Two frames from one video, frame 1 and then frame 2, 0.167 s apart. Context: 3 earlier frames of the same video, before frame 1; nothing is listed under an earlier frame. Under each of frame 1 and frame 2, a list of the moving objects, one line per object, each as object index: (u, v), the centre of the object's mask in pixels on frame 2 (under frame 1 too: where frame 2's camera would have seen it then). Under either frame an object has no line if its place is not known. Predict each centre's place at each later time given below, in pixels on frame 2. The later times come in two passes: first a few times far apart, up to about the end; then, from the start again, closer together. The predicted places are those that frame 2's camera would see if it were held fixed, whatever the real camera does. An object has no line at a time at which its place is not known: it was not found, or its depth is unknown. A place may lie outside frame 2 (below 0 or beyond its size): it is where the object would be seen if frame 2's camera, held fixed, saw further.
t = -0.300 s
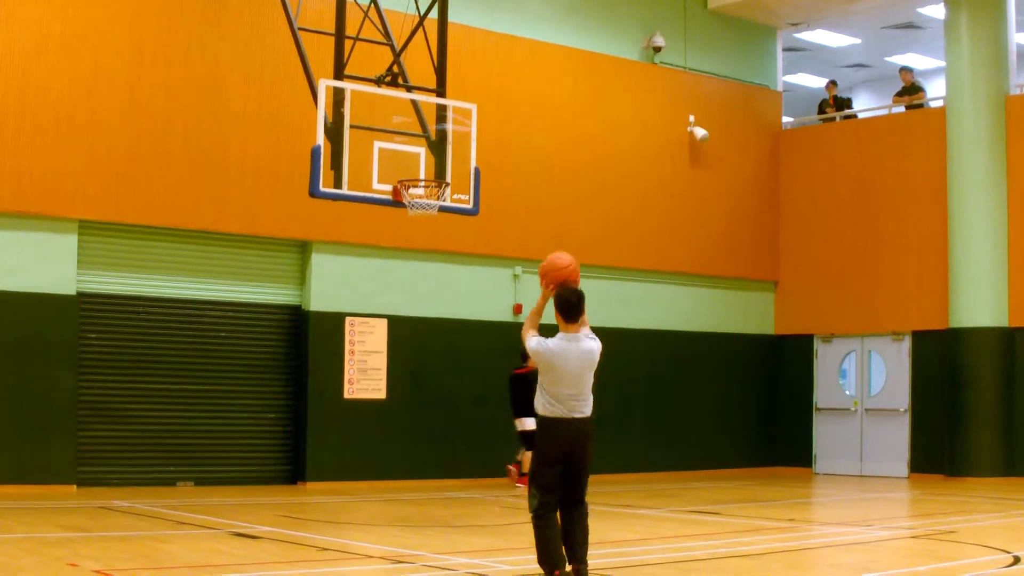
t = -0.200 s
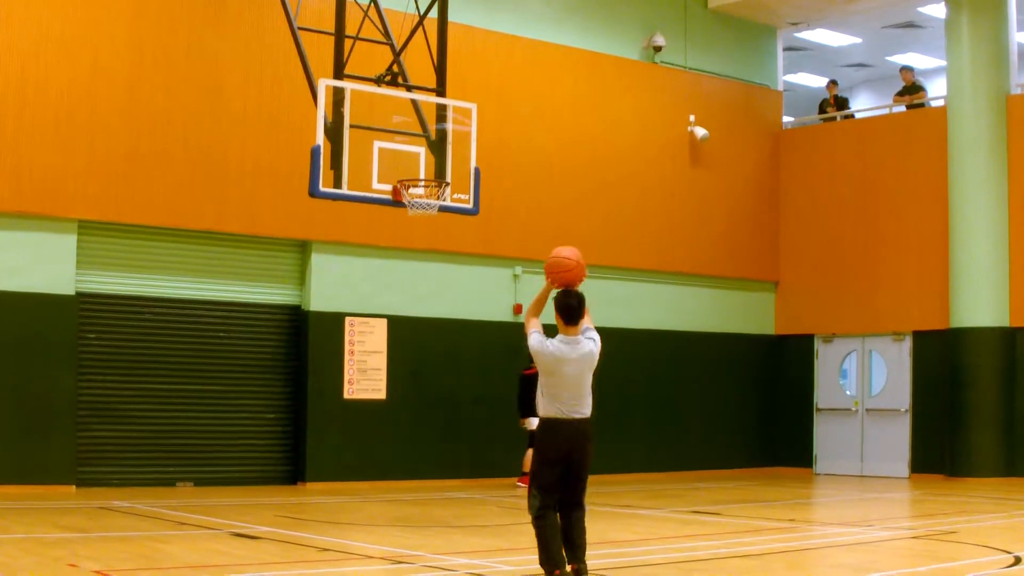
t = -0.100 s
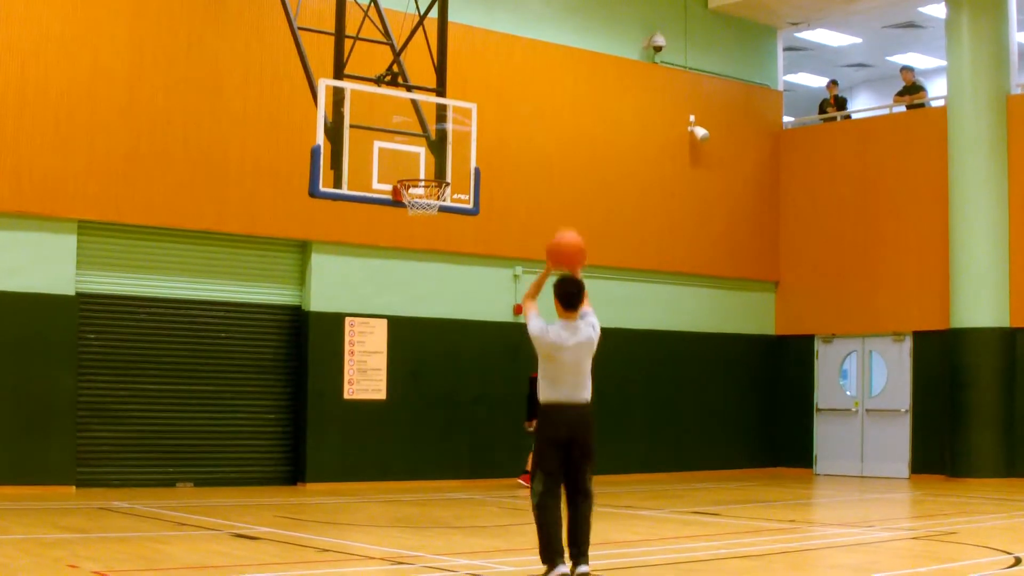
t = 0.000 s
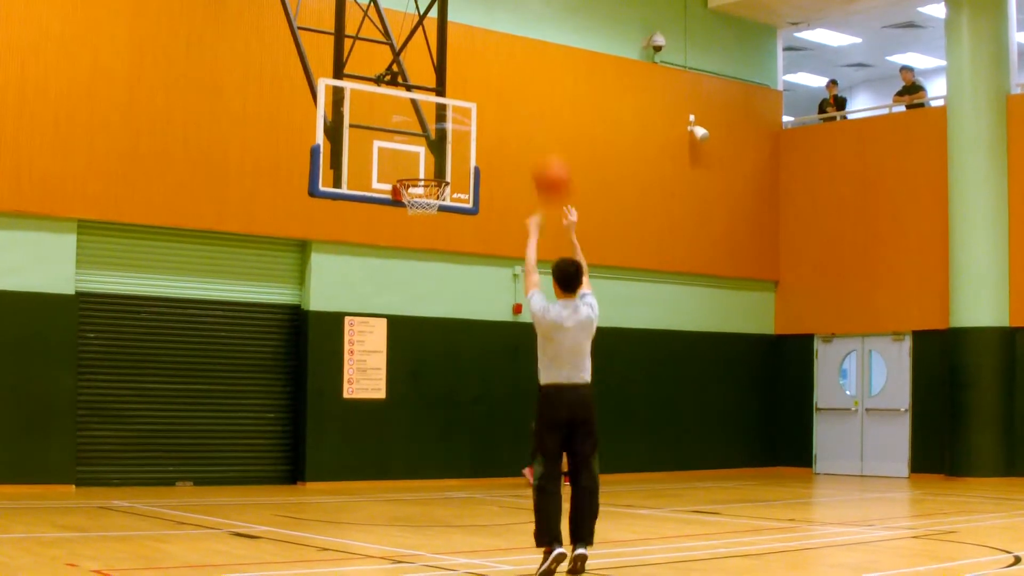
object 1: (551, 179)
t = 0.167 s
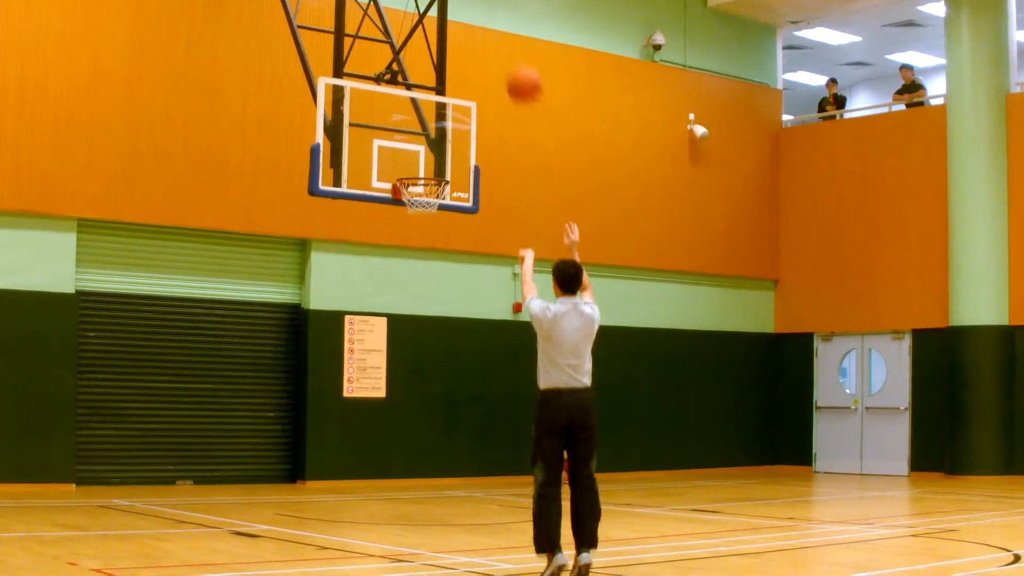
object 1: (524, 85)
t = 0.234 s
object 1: (513, 62)
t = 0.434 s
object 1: (485, 37)
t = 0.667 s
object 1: (454, 70)
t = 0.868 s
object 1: (432, 138)
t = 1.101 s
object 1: (412, 233)
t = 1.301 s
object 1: (401, 342)
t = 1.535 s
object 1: (385, 489)
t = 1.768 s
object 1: (381, 359)
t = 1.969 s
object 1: (372, 287)
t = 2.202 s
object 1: (362, 260)
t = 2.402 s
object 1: (350, 292)
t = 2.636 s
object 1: (334, 414)
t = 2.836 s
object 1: (318, 512)
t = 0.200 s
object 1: (518, 73)
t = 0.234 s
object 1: (513, 62)
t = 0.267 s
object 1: (507, 53)
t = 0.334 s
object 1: (498, 43)
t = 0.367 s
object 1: (493, 39)
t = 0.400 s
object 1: (489, 37)
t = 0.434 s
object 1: (485, 37)
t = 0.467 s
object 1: (480, 38)
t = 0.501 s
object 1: (476, 40)
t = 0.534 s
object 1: (472, 44)
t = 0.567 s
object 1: (468, 48)
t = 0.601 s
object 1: (464, 54)
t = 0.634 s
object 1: (459, 61)
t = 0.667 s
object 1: (454, 70)
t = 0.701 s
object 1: (451, 78)
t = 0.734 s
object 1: (447, 87)
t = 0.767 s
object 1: (443, 99)
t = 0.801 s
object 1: (439, 112)
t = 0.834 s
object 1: (435, 124)
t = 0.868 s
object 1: (432, 138)
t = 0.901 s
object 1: (430, 152)
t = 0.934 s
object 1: (425, 168)
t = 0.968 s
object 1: (416, 191)
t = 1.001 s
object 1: (416, 193)
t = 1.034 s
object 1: (417, 213)
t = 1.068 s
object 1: (414, 220)
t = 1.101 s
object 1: (412, 233)
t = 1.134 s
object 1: (410, 249)
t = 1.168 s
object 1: (408, 263)
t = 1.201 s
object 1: (406, 281)
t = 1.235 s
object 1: (404, 300)
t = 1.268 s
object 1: (402, 324)
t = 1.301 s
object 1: (401, 342)
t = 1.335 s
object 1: (399, 365)
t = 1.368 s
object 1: (397, 390)
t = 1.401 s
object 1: (393, 417)
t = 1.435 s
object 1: (391, 445)
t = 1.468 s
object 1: (389, 471)
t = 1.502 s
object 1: (385, 505)
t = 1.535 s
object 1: (385, 489)
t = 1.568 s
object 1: (385, 467)
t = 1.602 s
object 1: (384, 449)
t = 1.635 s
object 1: (383, 429)
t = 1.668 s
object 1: (383, 412)
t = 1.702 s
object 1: (382, 394)
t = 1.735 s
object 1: (382, 375)
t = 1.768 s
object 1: (381, 359)
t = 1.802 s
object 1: (379, 344)
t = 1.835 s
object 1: (377, 329)
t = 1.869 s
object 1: (375, 317)
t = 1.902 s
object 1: (375, 306)
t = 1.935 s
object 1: (374, 296)
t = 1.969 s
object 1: (372, 287)
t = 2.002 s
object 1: (371, 279)
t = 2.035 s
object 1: (370, 273)
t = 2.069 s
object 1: (368, 268)
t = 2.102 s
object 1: (366, 263)
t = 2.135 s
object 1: (365, 261)
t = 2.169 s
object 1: (363, 260)
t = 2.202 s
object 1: (362, 260)
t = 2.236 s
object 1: (360, 261)
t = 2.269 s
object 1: (358, 265)
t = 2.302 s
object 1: (356, 269)
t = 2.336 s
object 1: (354, 277)
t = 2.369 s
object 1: (352, 284)
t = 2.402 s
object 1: (350, 292)
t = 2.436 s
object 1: (347, 305)
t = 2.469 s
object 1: (345, 318)
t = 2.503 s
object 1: (342, 333)
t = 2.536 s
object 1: (339, 349)
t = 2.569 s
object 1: (337, 368)
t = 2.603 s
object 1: (335, 391)
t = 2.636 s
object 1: (334, 414)
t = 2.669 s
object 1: (331, 438)
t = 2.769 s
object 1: (323, 523)
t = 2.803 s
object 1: (320, 534)
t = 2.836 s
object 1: (318, 512)
